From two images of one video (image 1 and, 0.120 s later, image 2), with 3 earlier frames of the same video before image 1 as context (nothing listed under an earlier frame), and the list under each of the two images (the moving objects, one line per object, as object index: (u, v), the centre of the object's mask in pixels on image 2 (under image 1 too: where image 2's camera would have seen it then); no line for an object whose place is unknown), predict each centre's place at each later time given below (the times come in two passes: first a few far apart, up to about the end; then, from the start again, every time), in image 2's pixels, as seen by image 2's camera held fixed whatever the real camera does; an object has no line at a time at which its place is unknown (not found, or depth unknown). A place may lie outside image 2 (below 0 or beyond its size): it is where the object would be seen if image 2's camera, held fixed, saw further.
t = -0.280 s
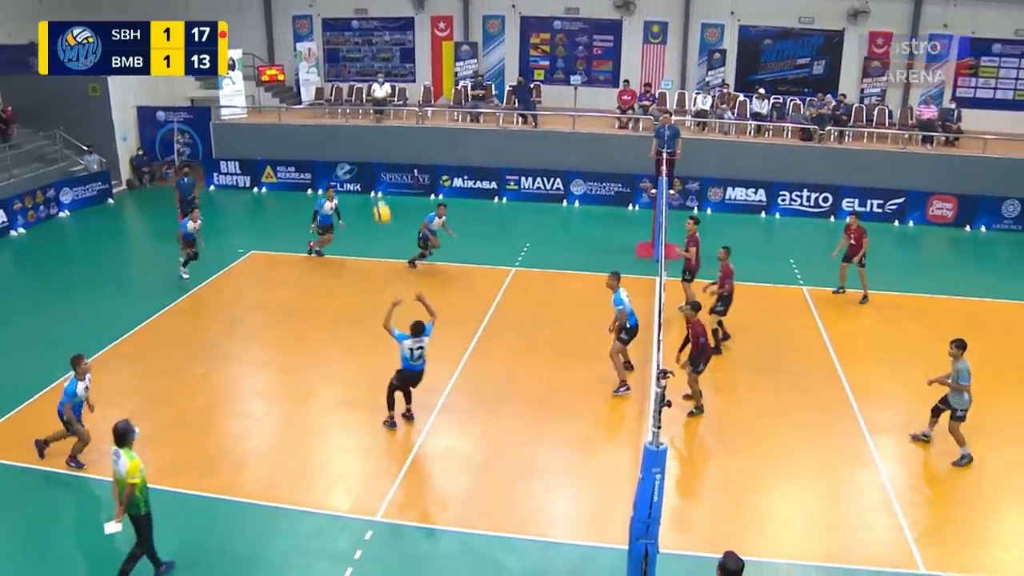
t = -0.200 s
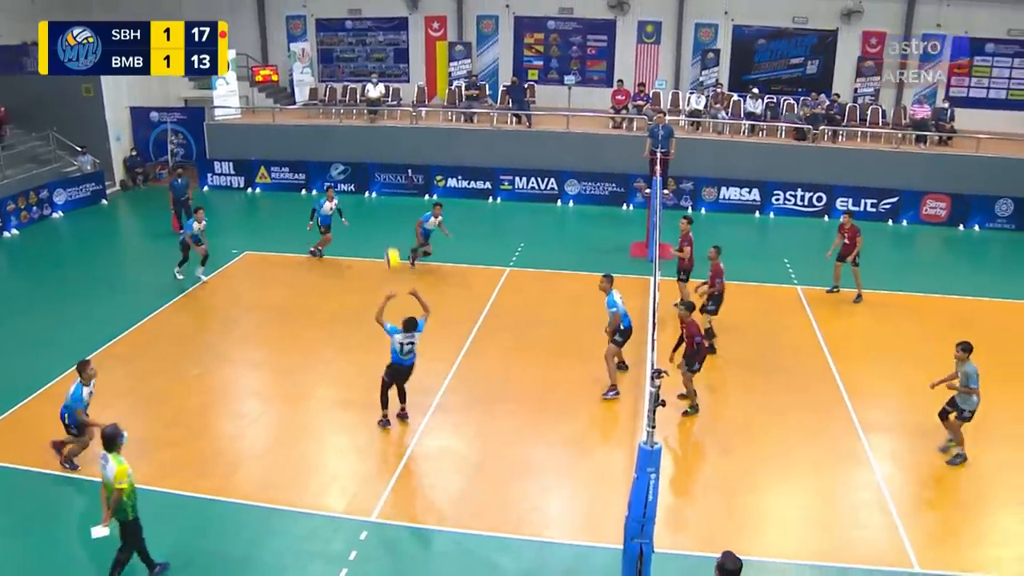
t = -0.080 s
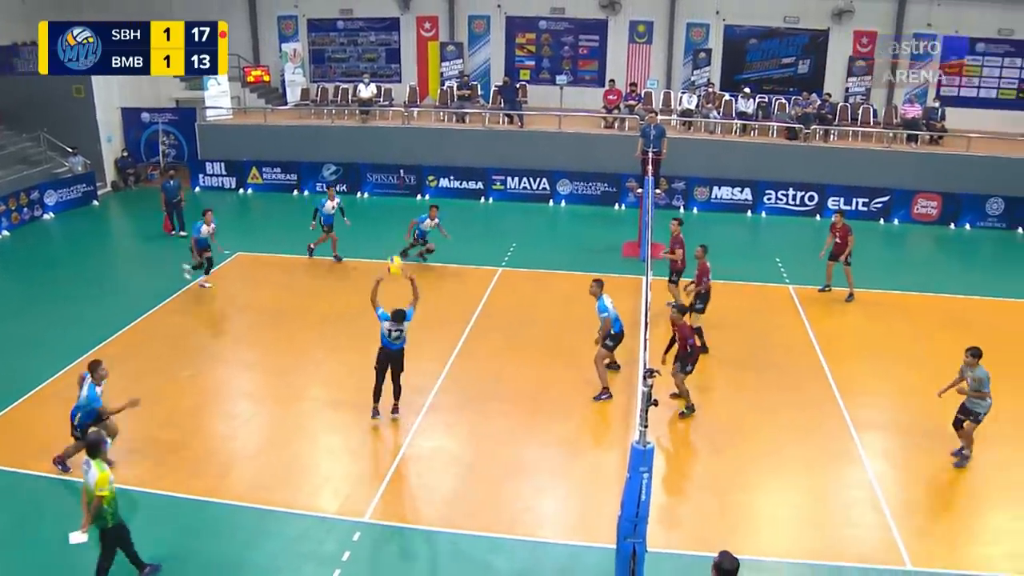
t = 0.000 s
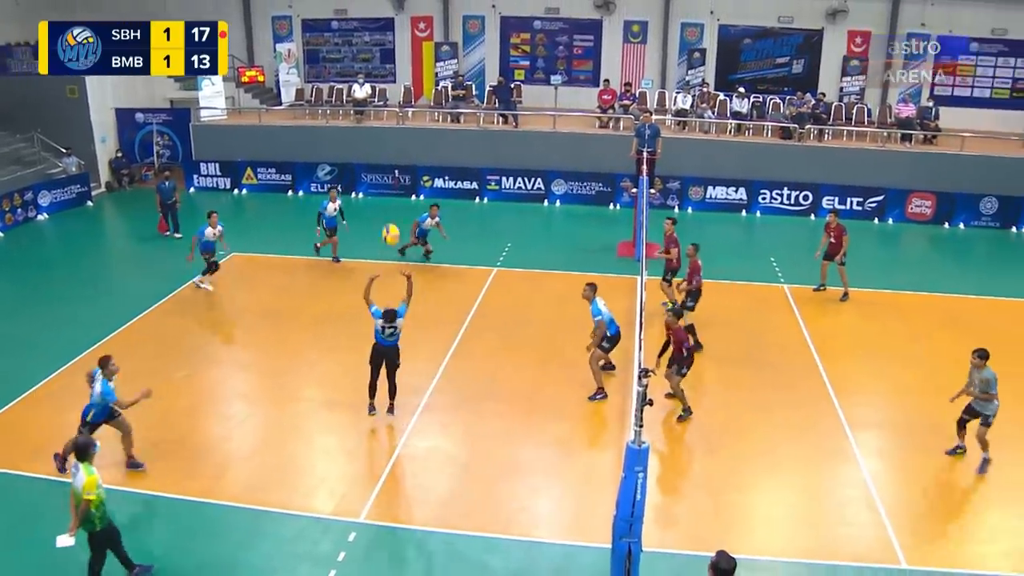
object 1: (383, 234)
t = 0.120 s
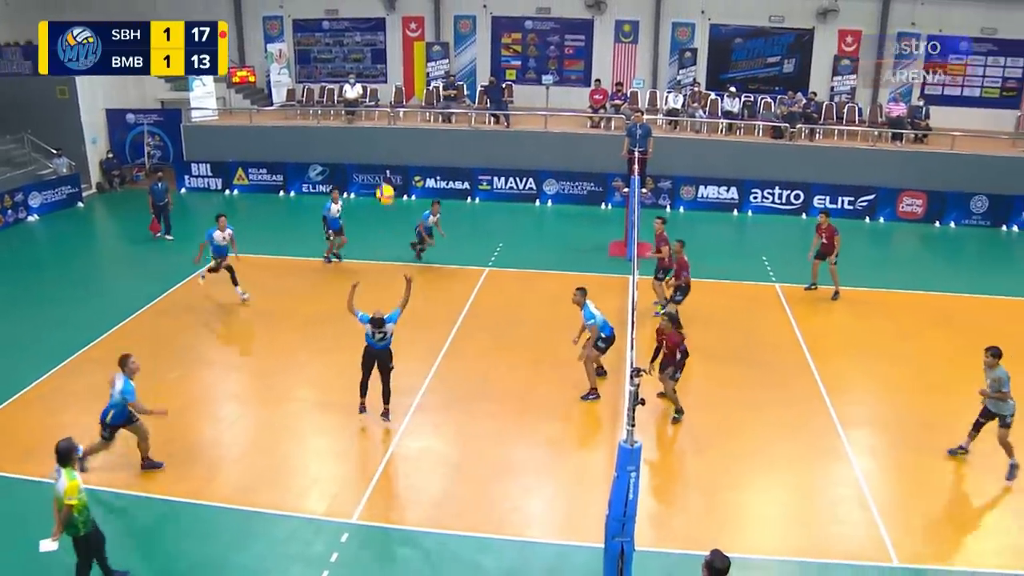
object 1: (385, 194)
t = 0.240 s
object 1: (387, 163)
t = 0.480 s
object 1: (394, 133)
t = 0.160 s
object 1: (386, 182)
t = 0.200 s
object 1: (386, 172)
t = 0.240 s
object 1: (387, 163)
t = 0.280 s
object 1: (389, 155)
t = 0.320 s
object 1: (390, 148)
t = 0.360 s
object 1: (390, 141)
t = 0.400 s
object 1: (392, 137)
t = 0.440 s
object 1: (393, 135)
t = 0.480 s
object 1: (394, 133)
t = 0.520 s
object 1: (396, 133)
